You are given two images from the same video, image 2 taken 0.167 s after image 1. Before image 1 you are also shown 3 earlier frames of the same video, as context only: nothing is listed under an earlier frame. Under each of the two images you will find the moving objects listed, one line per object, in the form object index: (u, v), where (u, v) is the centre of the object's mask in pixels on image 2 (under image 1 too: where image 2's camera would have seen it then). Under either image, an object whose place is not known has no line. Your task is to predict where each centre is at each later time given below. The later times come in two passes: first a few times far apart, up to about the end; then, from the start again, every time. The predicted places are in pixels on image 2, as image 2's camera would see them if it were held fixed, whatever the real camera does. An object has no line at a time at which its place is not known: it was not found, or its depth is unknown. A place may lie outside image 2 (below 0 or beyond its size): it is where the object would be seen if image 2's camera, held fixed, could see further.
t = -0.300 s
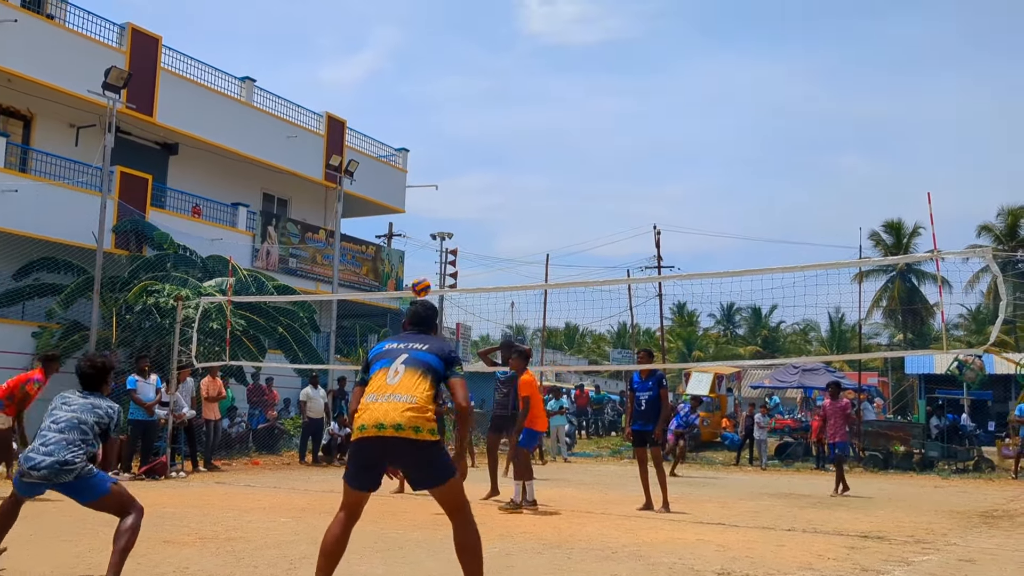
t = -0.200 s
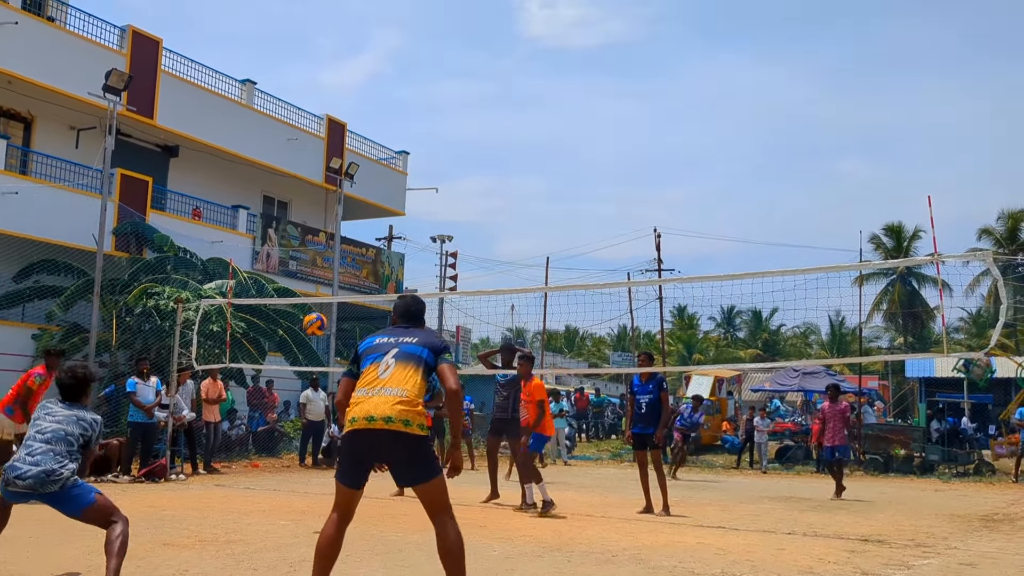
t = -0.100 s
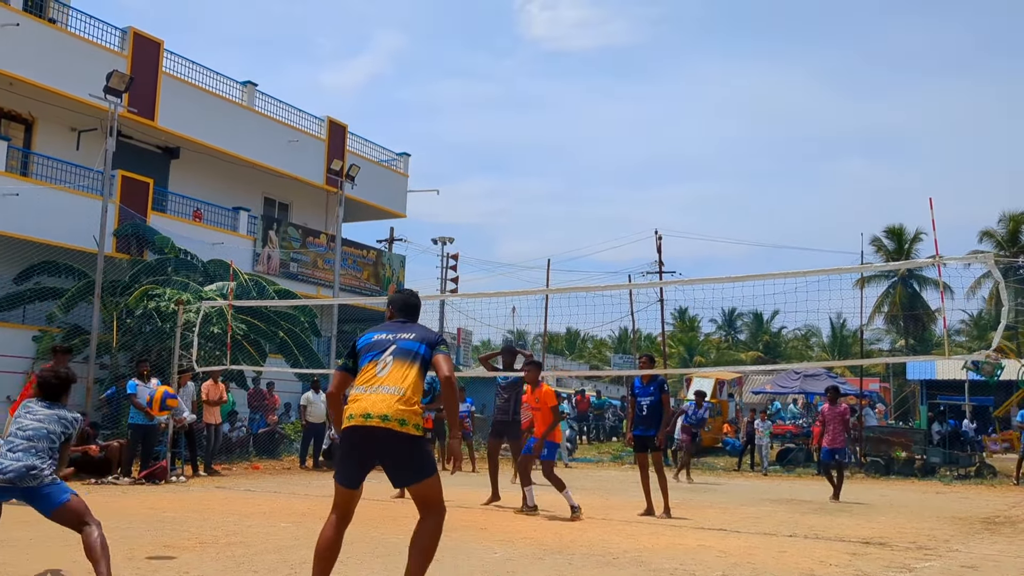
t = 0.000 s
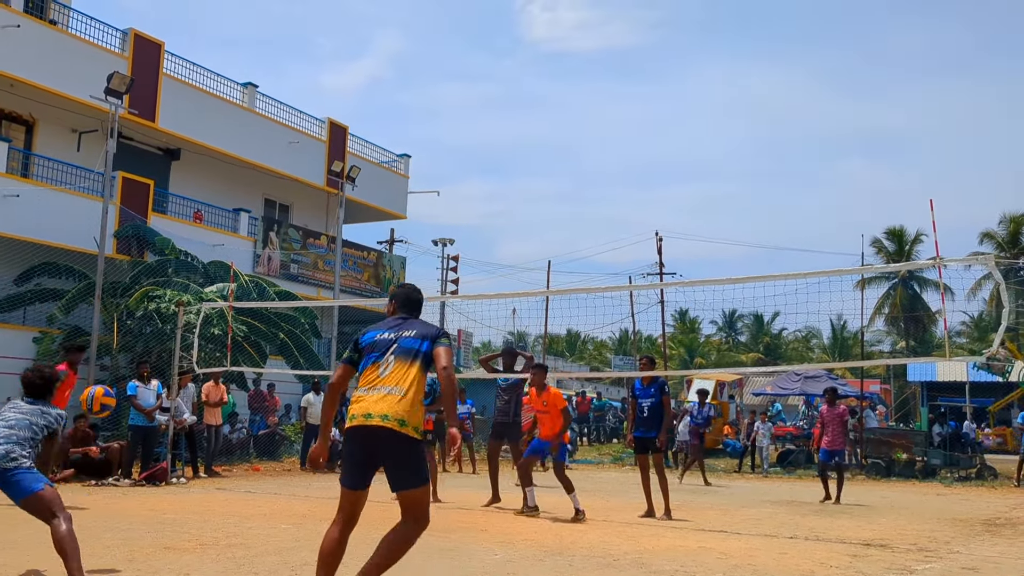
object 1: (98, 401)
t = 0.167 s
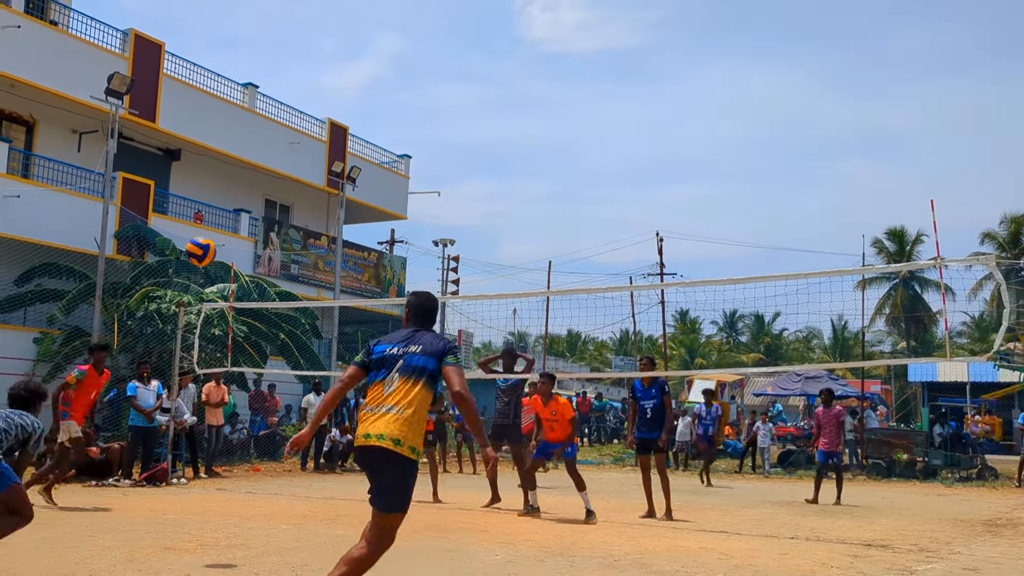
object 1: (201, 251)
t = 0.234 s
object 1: (235, 208)
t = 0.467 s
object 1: (335, 119)
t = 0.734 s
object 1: (424, 102)
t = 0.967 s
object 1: (487, 145)
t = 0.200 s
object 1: (219, 229)
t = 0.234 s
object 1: (235, 208)
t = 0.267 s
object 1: (251, 191)
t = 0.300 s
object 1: (266, 174)
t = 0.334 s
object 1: (282, 160)
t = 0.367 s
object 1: (296, 147)
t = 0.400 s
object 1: (310, 137)
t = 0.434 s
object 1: (322, 127)
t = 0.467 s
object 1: (335, 119)
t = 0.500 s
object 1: (347, 112)
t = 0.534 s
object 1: (360, 107)
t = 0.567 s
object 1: (371, 103)
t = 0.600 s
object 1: (382, 100)
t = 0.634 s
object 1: (393, 99)
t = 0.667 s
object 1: (404, 99)
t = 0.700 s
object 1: (414, 100)
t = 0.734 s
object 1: (424, 102)
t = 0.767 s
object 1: (434, 105)
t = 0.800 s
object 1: (443, 109)
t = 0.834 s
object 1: (452, 114)
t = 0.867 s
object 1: (462, 120)
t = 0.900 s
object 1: (471, 127)
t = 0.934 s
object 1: (479, 136)
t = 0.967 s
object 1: (487, 145)
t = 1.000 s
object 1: (496, 155)
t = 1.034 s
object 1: (504, 166)
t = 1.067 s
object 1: (512, 178)
